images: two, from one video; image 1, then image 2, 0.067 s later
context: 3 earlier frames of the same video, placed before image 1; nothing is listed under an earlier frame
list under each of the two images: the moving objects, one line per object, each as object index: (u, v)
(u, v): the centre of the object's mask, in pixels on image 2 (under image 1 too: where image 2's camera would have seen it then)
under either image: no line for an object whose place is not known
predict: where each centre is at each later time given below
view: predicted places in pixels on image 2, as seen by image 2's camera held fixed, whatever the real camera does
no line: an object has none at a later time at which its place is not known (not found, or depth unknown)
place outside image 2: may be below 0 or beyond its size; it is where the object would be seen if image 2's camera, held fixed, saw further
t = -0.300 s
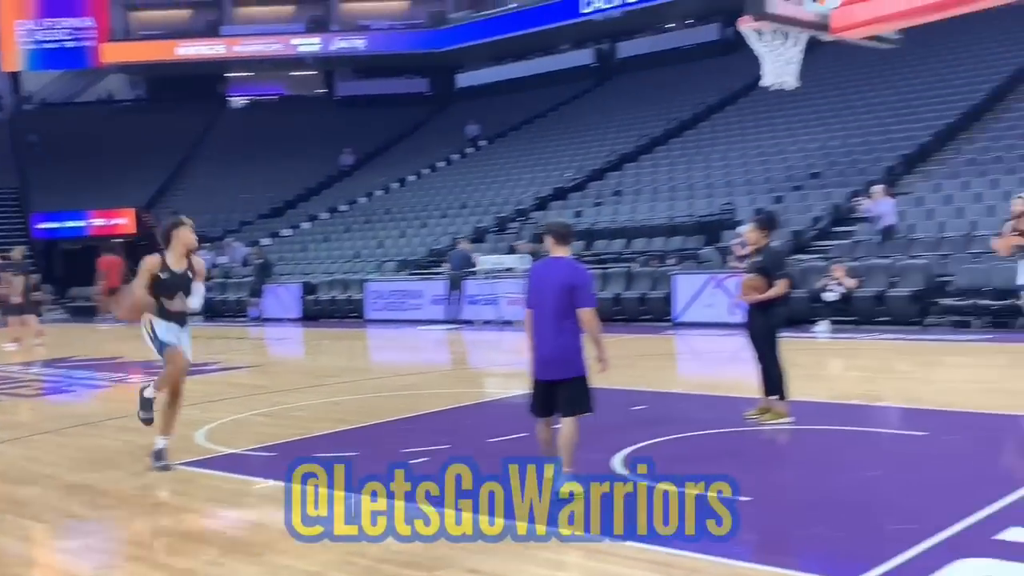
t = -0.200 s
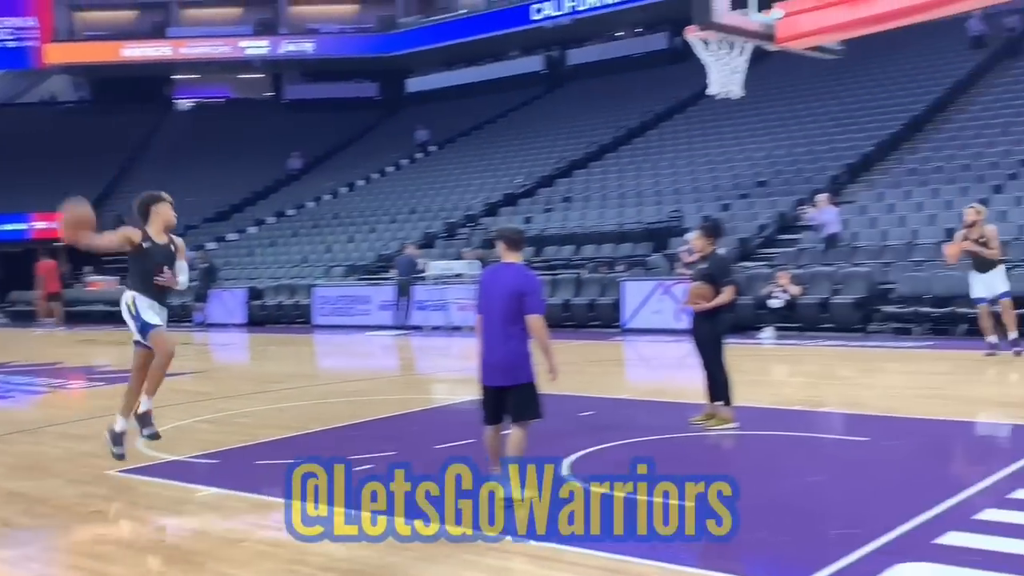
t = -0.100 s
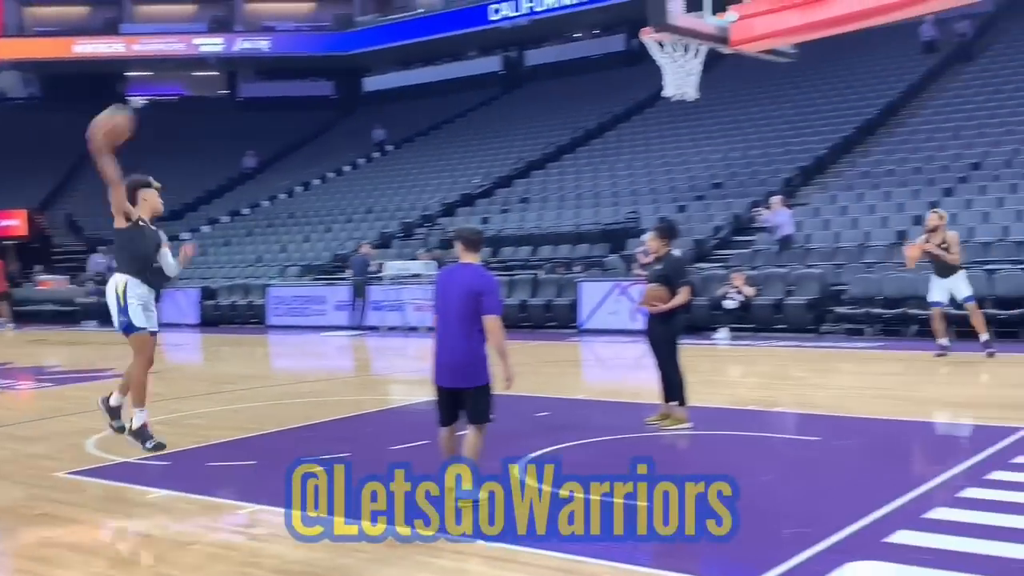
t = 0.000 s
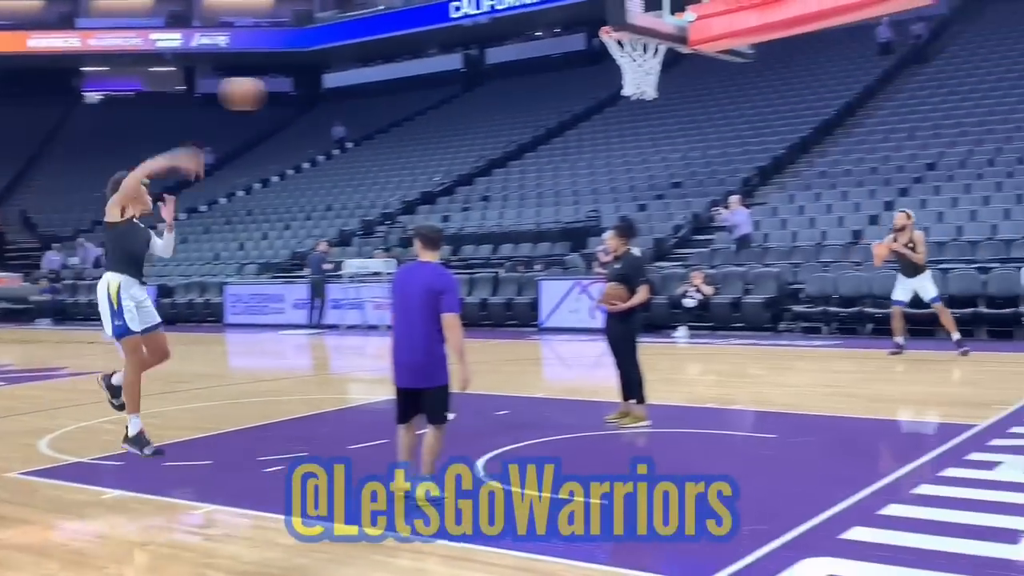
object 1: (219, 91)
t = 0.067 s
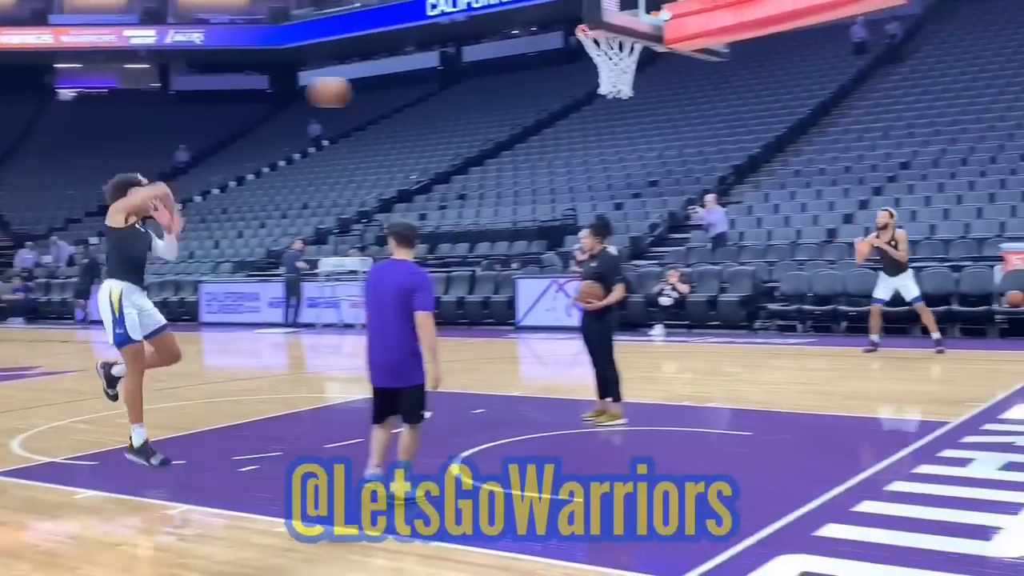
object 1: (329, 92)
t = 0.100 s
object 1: (379, 93)
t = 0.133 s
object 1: (429, 96)
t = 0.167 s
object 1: (471, 100)
